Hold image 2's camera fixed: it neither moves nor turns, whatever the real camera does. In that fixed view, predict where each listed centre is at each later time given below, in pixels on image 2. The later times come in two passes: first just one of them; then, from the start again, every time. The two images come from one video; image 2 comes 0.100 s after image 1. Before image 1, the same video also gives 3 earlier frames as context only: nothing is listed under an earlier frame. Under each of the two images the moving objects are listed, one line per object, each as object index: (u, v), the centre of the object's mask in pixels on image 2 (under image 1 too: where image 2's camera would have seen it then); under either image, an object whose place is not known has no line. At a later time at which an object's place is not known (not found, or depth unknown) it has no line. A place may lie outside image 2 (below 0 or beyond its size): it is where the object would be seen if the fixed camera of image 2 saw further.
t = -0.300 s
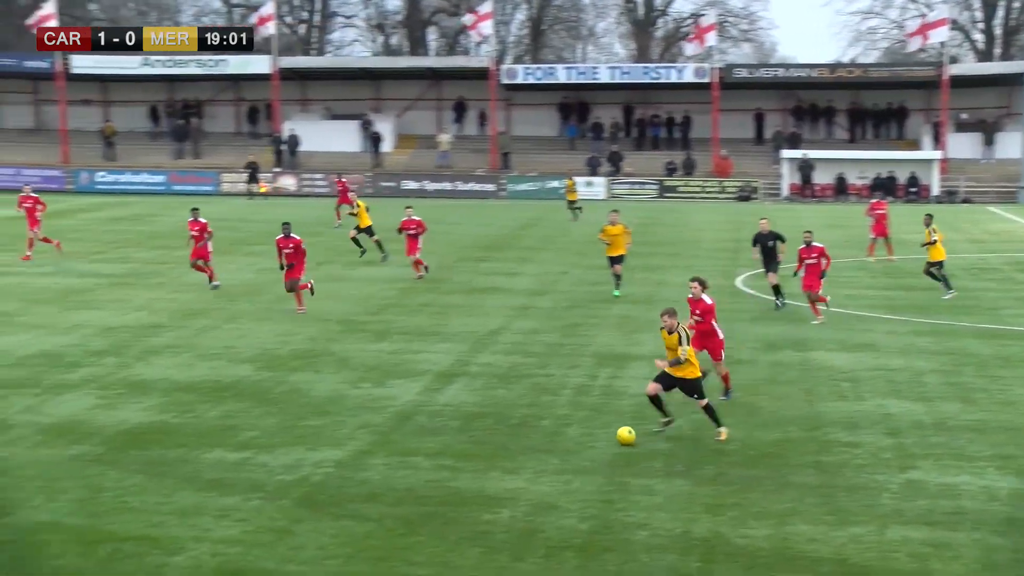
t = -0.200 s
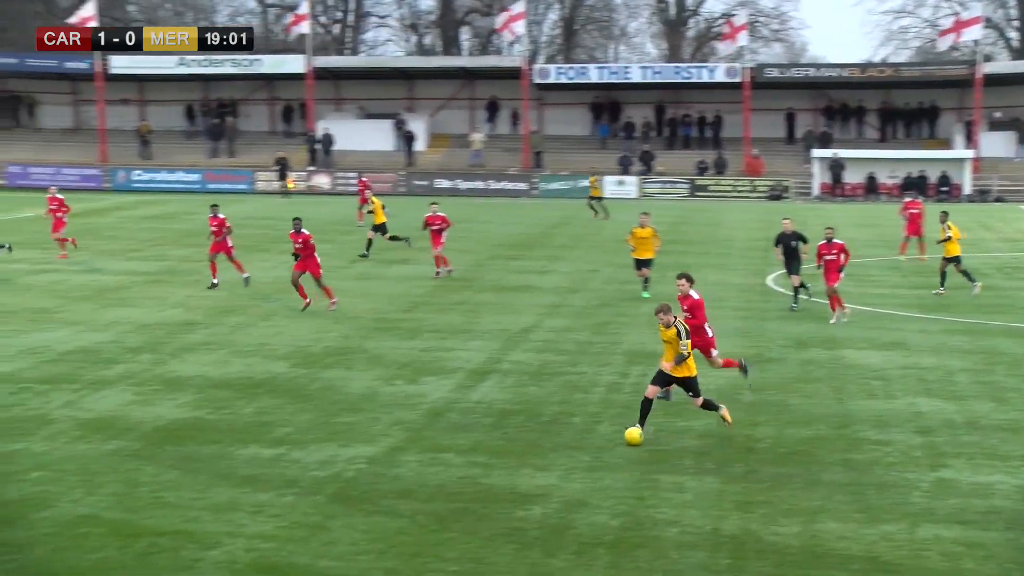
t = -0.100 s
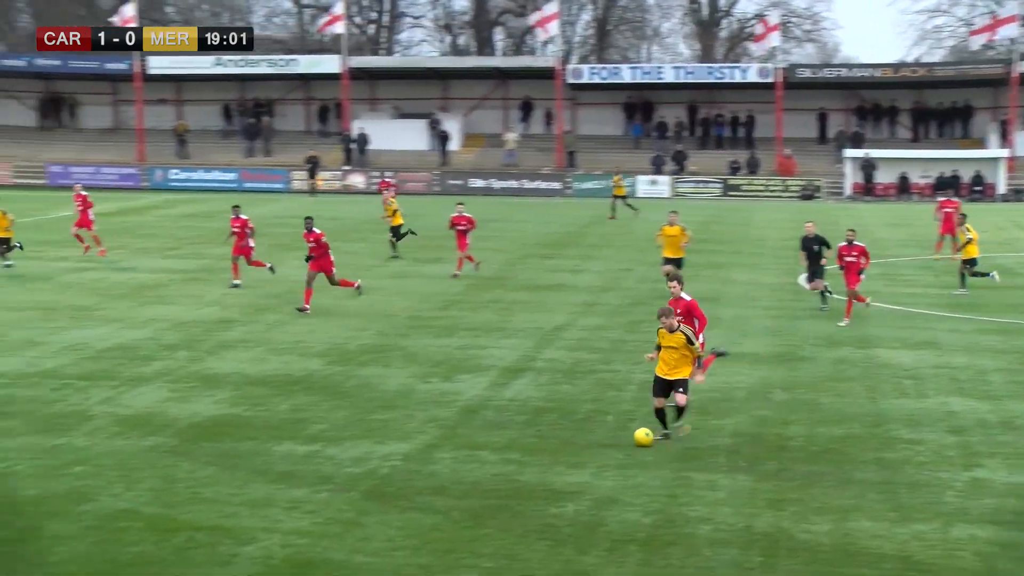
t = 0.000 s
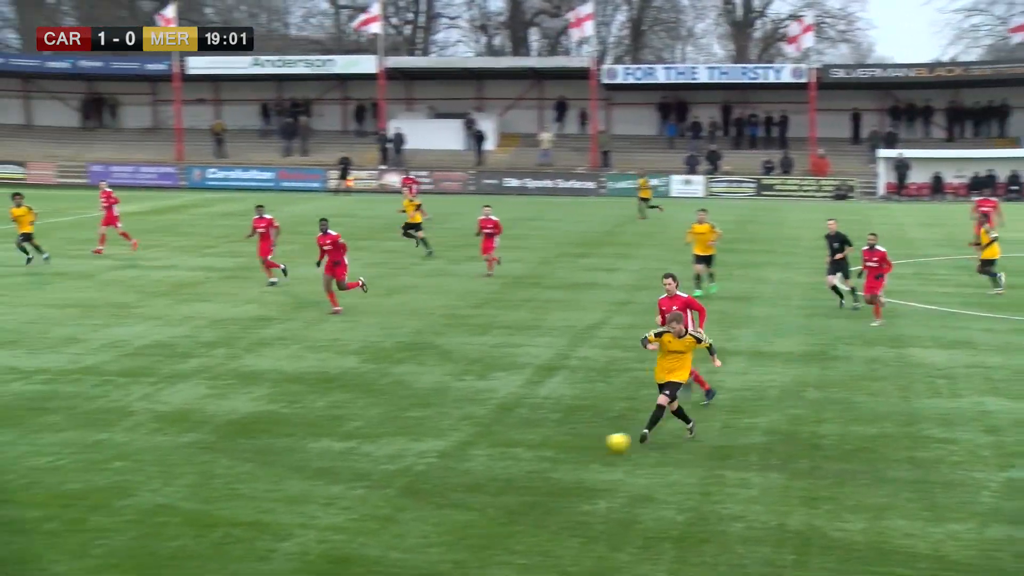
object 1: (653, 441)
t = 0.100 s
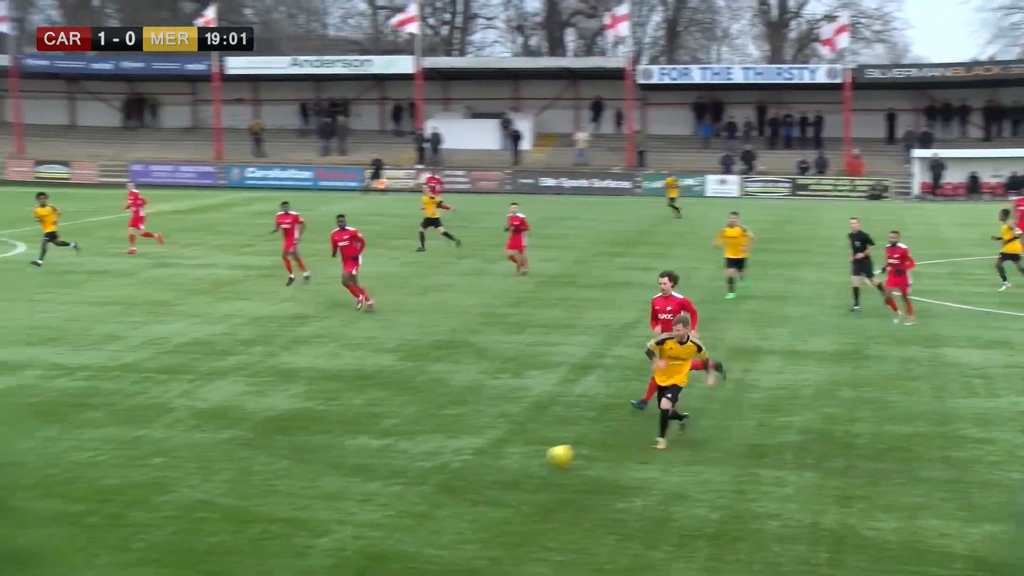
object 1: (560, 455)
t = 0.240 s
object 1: (422, 478)
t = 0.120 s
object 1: (541, 459)
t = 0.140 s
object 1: (521, 464)
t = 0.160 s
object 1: (501, 469)
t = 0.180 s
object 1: (481, 471)
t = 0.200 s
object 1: (462, 473)
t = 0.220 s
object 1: (441, 476)
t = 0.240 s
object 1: (422, 478)
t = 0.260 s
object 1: (401, 482)
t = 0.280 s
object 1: (380, 486)
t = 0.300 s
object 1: (358, 490)
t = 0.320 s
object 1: (337, 495)
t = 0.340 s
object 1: (315, 500)
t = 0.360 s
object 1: (294, 502)
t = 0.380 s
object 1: (271, 505)
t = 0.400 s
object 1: (249, 509)
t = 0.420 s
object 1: (226, 512)
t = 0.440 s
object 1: (203, 517)
